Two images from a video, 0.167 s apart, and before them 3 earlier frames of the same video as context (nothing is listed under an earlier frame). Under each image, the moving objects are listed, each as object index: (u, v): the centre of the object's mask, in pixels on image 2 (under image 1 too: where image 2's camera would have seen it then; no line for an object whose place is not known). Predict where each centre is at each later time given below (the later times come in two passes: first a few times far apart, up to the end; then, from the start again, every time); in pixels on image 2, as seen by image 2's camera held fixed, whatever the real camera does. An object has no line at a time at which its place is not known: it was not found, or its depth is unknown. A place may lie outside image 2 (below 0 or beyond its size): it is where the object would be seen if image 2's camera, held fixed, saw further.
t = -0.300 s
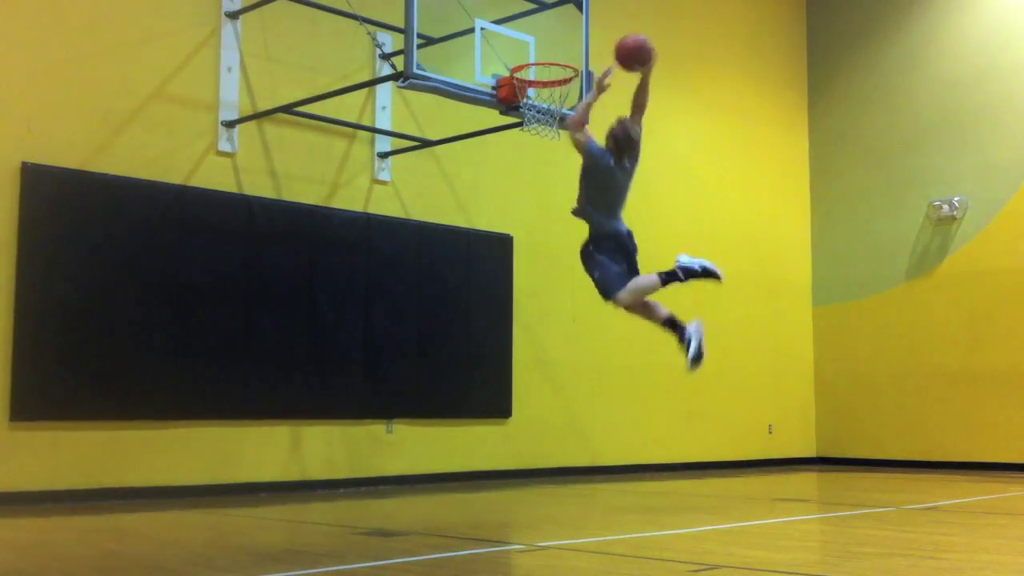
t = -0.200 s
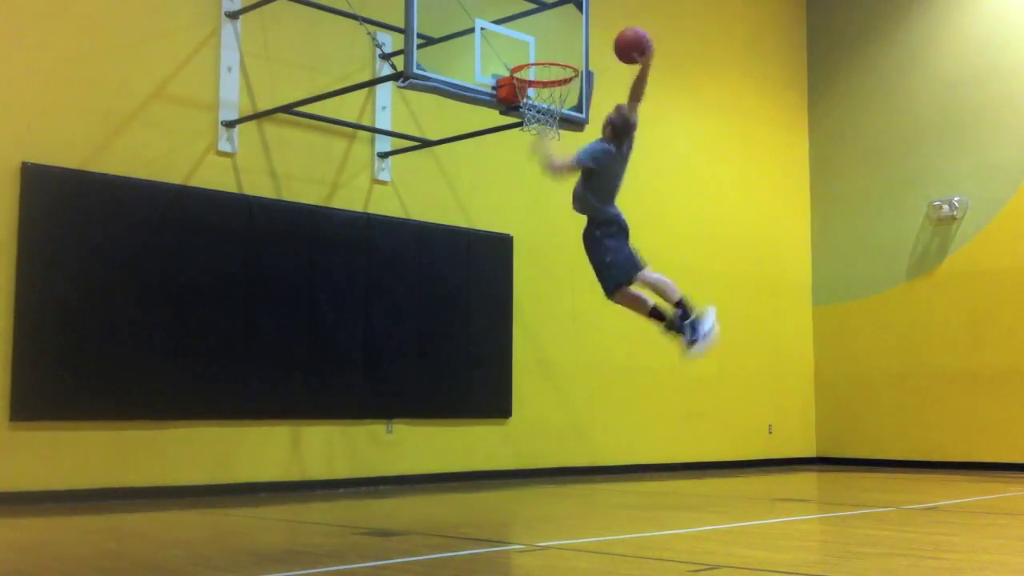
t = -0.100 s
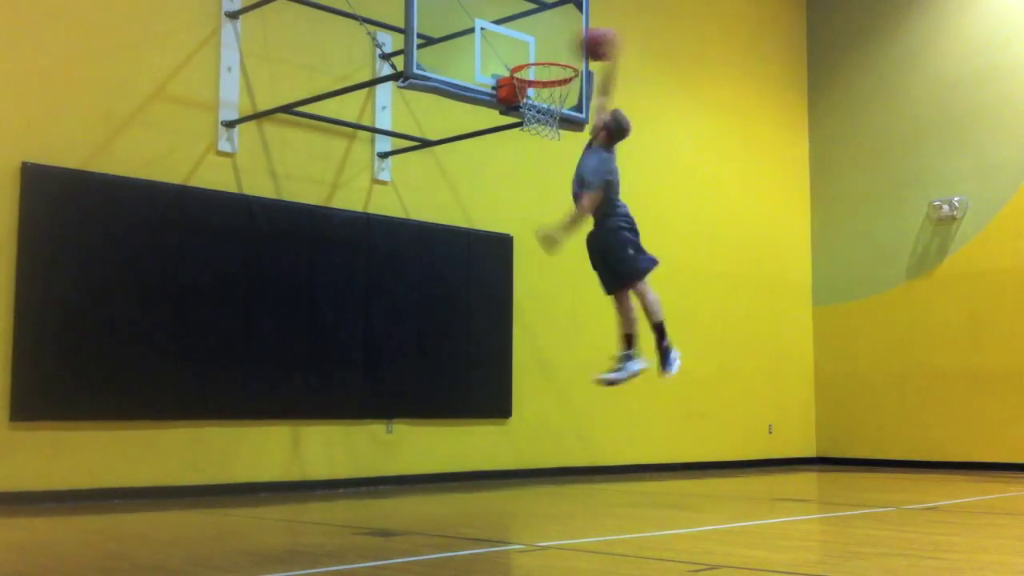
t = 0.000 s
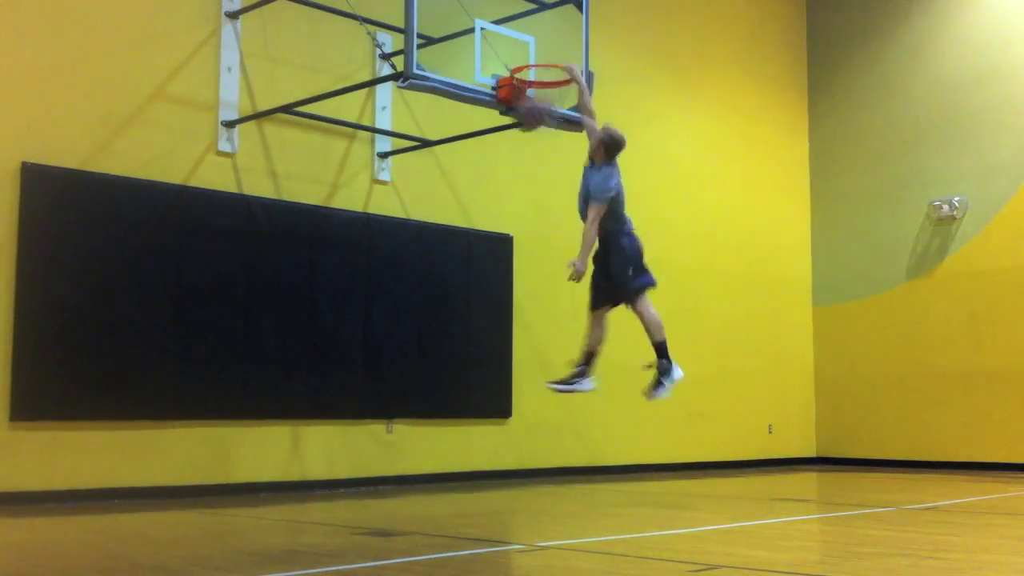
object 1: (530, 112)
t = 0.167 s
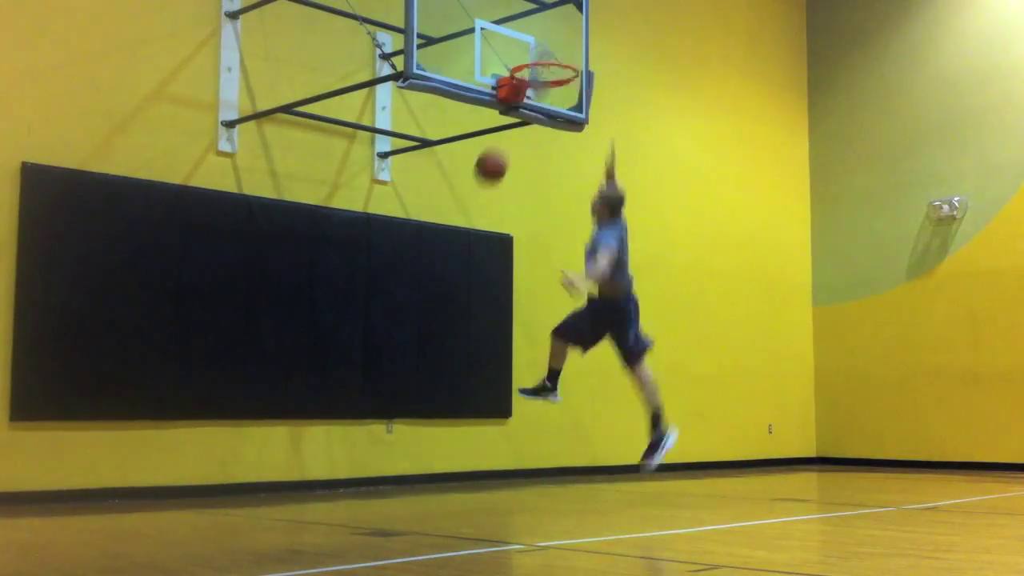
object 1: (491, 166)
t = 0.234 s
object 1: (478, 199)
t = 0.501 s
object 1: (427, 390)
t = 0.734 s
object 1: (410, 402)
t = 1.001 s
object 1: (418, 306)
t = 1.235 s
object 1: (424, 289)
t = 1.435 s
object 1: (431, 329)
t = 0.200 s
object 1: (484, 182)
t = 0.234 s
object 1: (478, 199)
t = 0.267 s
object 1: (471, 216)
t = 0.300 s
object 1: (469, 240)
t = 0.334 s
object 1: (462, 262)
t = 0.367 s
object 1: (455, 286)
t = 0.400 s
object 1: (448, 309)
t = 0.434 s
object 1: (440, 335)
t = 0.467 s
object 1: (435, 362)
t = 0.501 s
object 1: (427, 390)
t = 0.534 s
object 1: (418, 424)
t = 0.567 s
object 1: (410, 455)
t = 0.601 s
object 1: (407, 480)
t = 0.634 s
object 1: (405, 460)
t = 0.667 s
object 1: (407, 443)
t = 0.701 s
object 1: (409, 421)
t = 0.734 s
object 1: (410, 402)
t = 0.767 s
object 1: (411, 392)
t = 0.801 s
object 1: (412, 371)
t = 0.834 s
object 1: (413, 357)
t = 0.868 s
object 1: (414, 343)
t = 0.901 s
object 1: (416, 332)
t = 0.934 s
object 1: (416, 321)
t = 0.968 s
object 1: (418, 312)
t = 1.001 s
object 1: (418, 306)
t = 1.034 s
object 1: (419, 299)
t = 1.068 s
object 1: (420, 294)
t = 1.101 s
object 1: (421, 291)
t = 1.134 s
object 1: (421, 289)
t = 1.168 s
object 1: (422, 288)
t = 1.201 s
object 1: (423, 288)
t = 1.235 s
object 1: (424, 289)
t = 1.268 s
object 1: (425, 292)
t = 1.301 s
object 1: (427, 296)
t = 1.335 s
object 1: (428, 303)
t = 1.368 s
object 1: (428, 310)
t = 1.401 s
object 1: (430, 318)
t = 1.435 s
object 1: (431, 329)
